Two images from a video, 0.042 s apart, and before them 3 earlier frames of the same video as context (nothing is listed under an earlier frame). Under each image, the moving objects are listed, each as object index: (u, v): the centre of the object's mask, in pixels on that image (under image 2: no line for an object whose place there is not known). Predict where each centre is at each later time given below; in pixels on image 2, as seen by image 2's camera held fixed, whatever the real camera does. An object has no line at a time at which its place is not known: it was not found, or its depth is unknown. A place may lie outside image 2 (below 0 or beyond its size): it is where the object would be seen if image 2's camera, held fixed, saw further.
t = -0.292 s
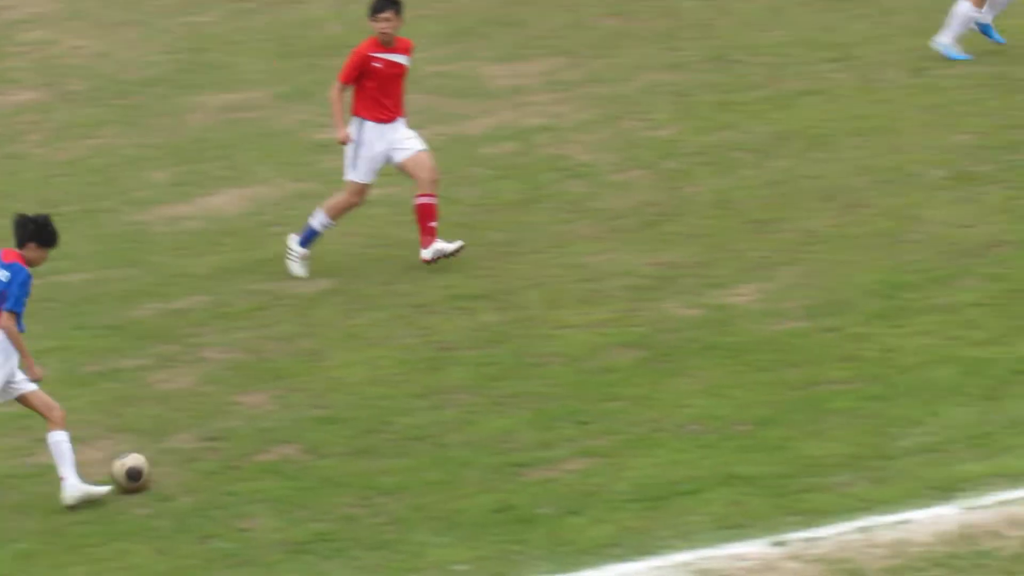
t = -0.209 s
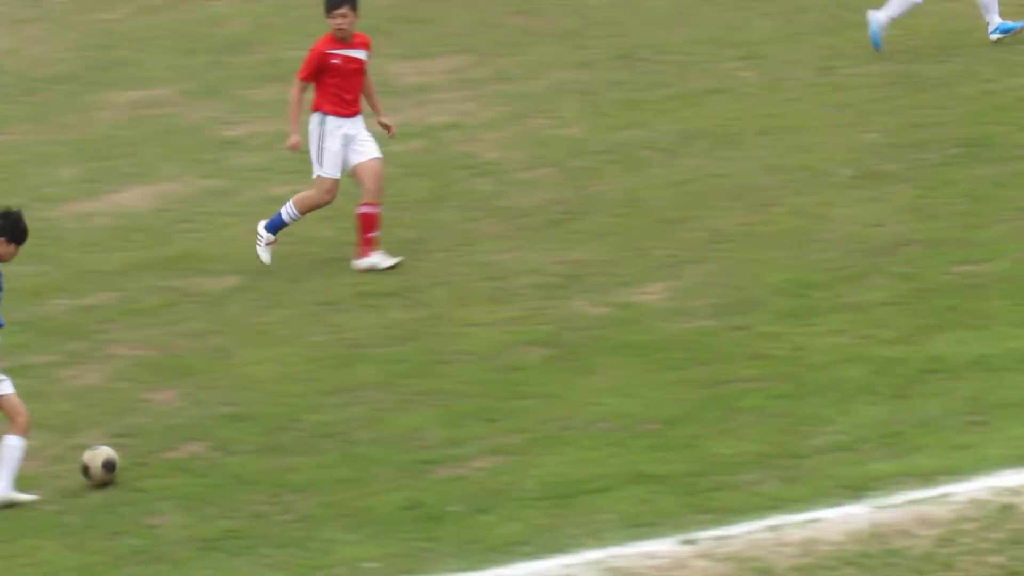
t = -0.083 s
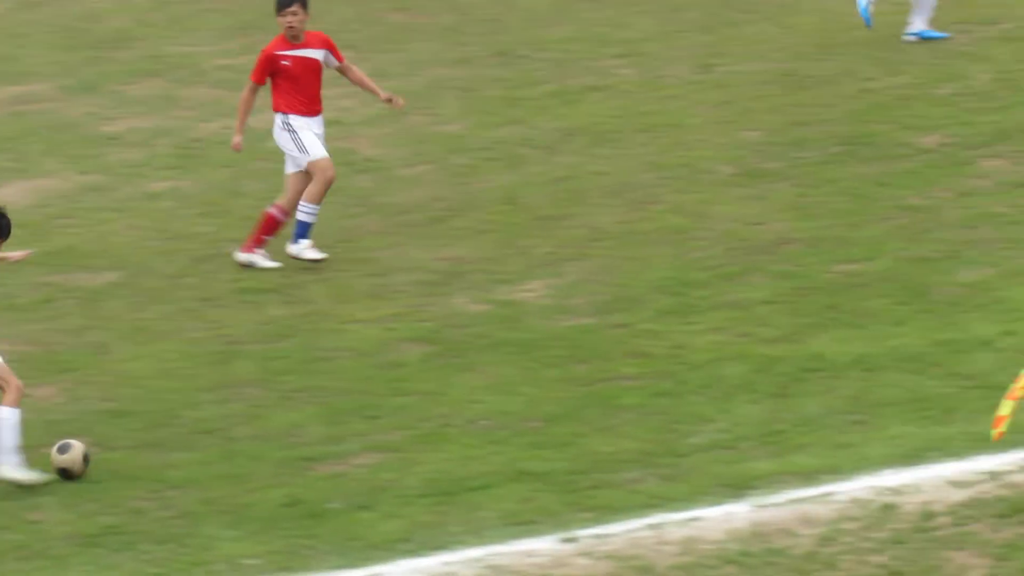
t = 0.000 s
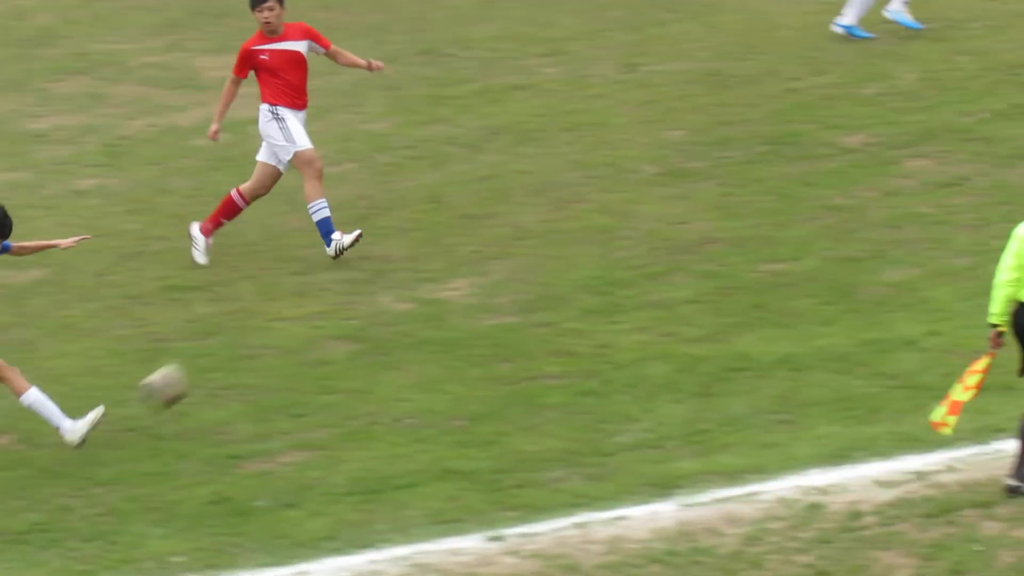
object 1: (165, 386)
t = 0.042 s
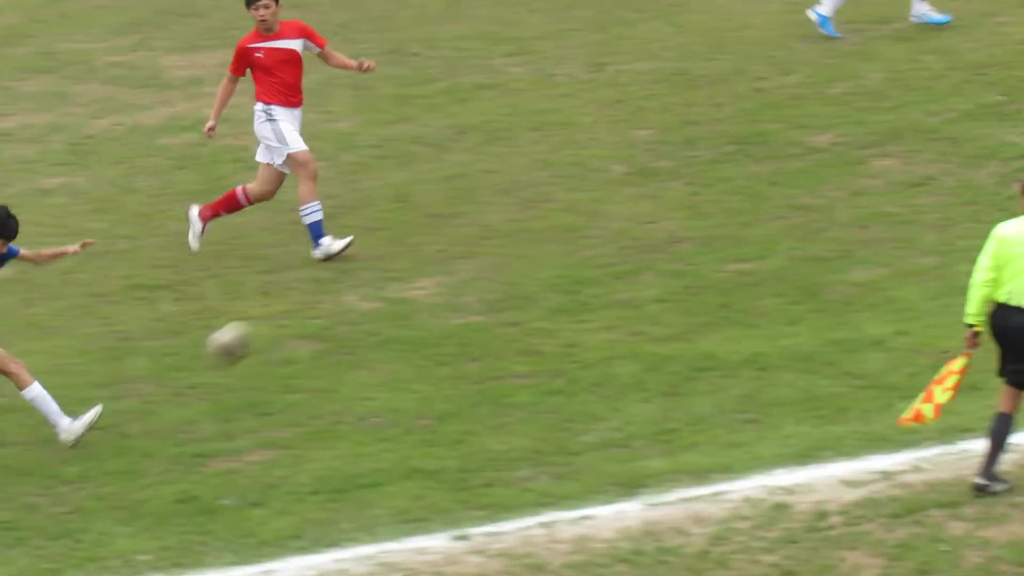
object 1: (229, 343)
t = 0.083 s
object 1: (327, 304)
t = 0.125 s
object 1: (419, 270)
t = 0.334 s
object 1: (863, 142)
